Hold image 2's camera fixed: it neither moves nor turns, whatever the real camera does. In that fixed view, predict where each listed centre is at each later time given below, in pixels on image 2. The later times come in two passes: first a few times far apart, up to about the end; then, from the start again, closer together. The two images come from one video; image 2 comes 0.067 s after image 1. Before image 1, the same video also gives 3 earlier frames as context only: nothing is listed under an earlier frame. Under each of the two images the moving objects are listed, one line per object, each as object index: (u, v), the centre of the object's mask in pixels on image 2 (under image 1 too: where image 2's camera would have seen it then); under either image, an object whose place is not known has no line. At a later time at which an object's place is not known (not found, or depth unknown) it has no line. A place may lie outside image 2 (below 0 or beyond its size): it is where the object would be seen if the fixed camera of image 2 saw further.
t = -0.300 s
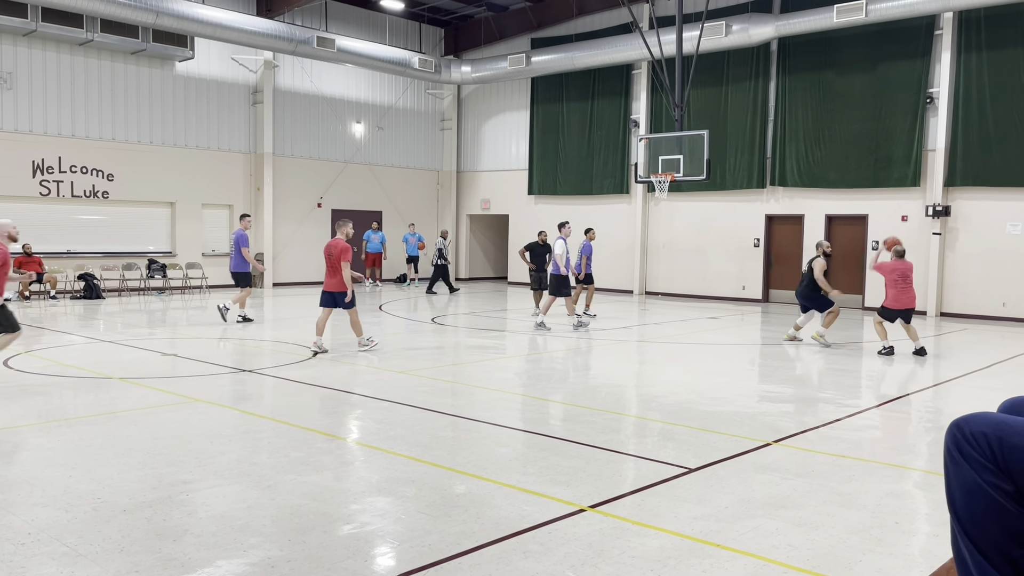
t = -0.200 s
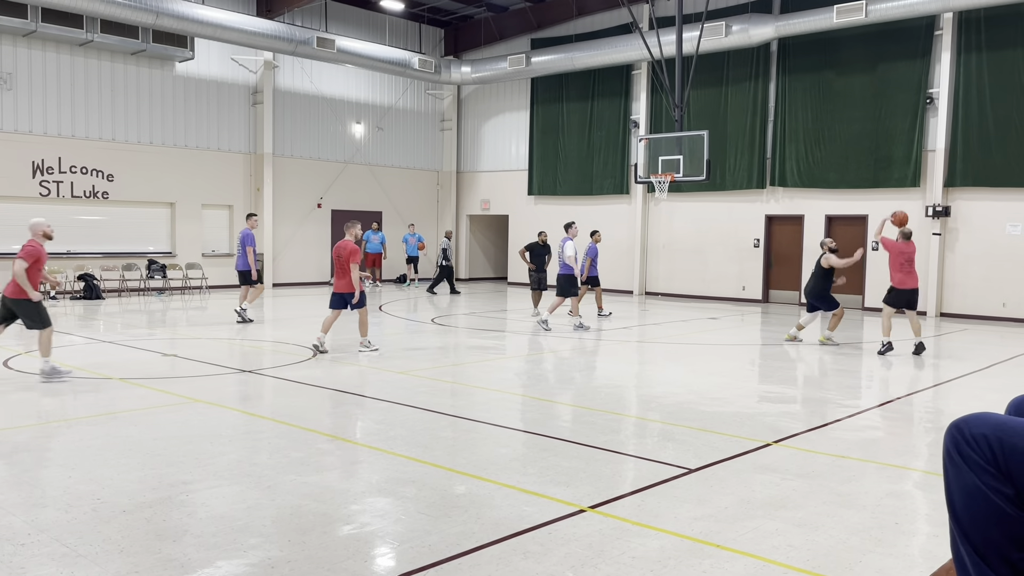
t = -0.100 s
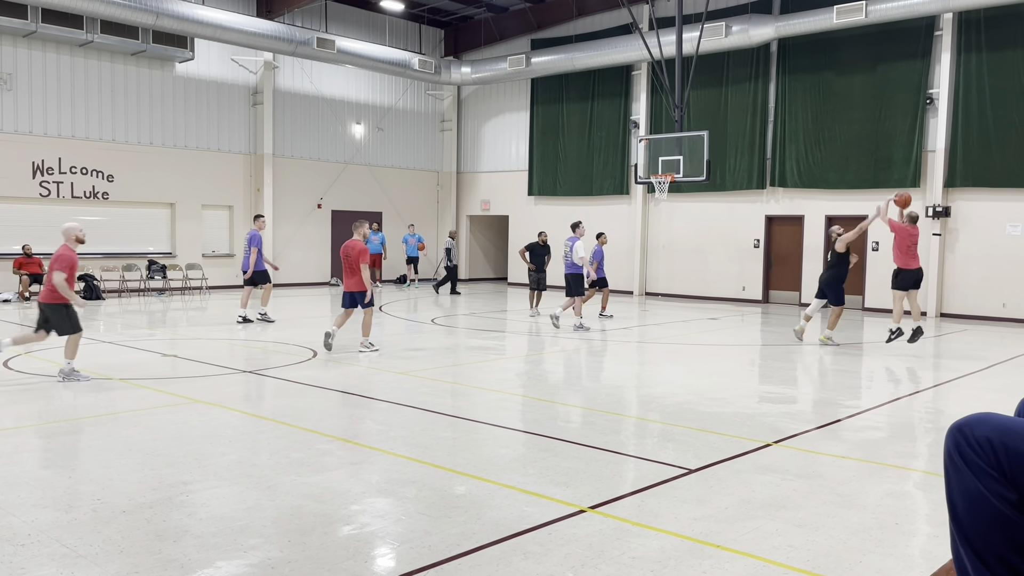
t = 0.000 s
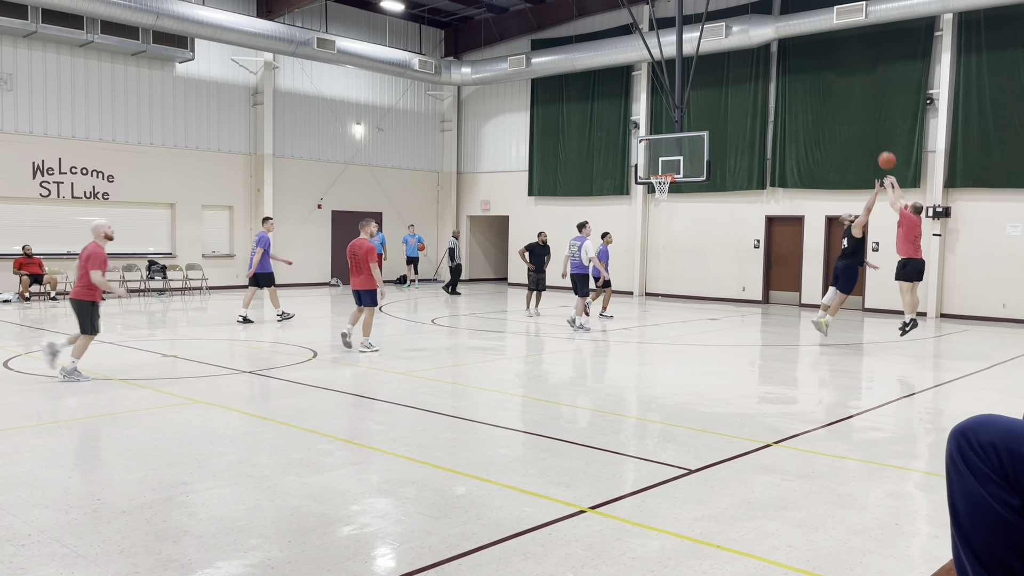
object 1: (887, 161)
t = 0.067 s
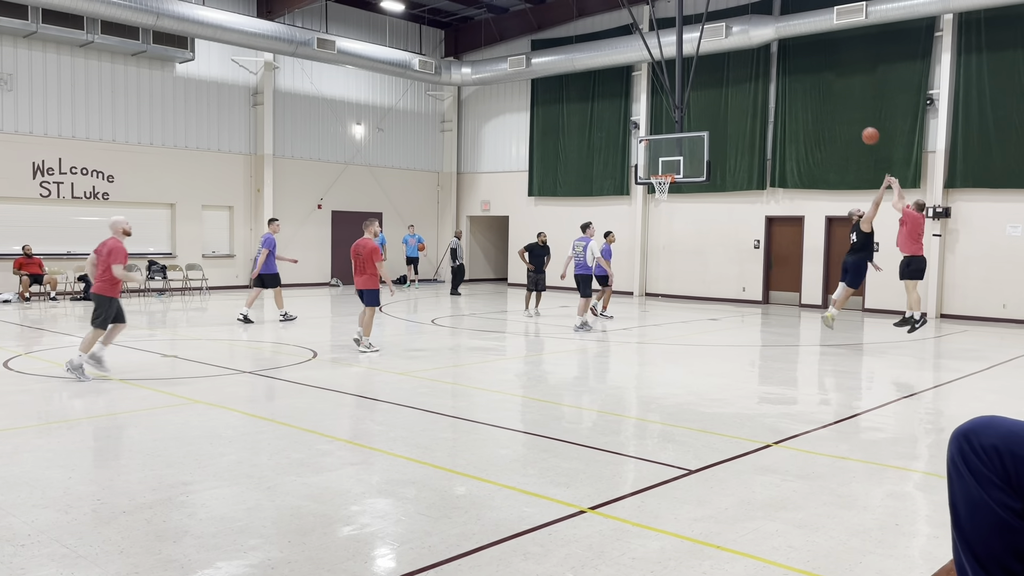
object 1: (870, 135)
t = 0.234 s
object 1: (832, 91)
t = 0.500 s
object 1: (780, 62)
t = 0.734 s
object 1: (741, 70)
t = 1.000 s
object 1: (703, 108)
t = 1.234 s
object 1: (674, 162)
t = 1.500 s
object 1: (636, 143)
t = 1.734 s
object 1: (602, 140)
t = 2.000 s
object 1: (565, 163)
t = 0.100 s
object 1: (862, 125)
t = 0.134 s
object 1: (855, 115)
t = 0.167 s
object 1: (847, 106)
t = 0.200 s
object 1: (840, 98)
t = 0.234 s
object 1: (832, 91)
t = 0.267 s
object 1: (825, 84)
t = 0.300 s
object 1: (818, 79)
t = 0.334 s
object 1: (811, 74)
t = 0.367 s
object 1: (805, 70)
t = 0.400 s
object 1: (798, 67)
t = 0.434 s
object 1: (792, 65)
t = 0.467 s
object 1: (786, 63)
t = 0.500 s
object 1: (780, 62)
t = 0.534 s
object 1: (774, 61)
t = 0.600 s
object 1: (763, 62)
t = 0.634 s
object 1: (757, 63)
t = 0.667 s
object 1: (751, 65)
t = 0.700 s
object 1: (746, 67)
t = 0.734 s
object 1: (741, 70)
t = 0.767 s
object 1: (736, 73)
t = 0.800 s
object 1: (731, 77)
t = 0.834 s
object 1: (726, 81)
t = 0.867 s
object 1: (722, 86)
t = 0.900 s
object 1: (717, 91)
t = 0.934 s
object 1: (712, 96)
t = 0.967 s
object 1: (708, 102)
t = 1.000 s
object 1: (703, 108)
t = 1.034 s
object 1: (699, 116)
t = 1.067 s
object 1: (695, 122)
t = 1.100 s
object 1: (690, 129)
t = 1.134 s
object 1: (686, 137)
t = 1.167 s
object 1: (682, 145)
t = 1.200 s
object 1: (678, 153)
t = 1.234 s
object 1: (674, 162)
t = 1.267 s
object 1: (670, 170)
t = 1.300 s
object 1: (666, 166)
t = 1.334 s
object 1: (660, 161)
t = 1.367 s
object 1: (655, 156)
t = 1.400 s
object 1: (651, 152)
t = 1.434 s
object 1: (645, 148)
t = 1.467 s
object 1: (641, 145)
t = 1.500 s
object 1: (636, 143)
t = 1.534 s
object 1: (631, 141)
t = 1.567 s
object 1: (626, 140)
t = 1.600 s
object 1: (621, 139)
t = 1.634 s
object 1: (617, 138)
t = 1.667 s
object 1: (612, 138)
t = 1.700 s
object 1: (607, 139)
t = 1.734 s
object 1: (602, 140)
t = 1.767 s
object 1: (598, 141)
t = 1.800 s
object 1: (593, 143)
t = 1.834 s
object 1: (588, 145)
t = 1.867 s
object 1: (584, 148)
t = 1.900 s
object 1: (579, 151)
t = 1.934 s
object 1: (574, 155)
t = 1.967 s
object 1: (570, 159)
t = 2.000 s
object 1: (565, 163)
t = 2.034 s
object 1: (561, 168)
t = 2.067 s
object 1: (556, 174)
